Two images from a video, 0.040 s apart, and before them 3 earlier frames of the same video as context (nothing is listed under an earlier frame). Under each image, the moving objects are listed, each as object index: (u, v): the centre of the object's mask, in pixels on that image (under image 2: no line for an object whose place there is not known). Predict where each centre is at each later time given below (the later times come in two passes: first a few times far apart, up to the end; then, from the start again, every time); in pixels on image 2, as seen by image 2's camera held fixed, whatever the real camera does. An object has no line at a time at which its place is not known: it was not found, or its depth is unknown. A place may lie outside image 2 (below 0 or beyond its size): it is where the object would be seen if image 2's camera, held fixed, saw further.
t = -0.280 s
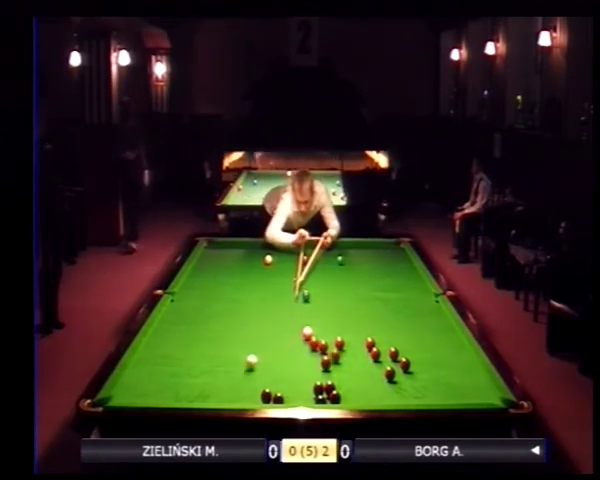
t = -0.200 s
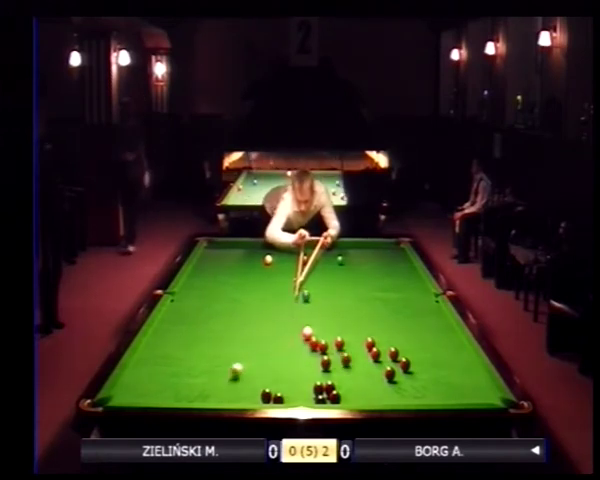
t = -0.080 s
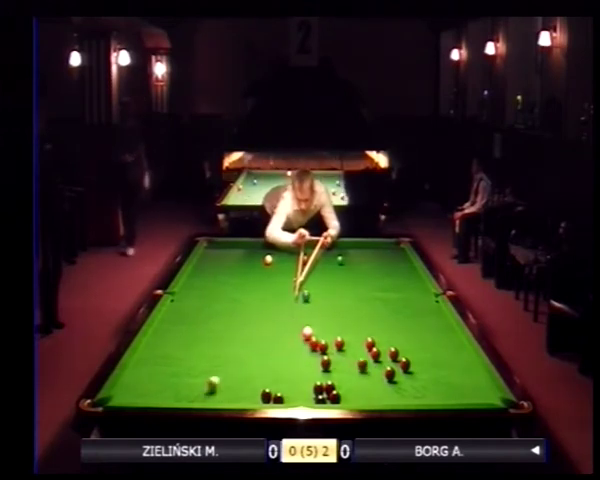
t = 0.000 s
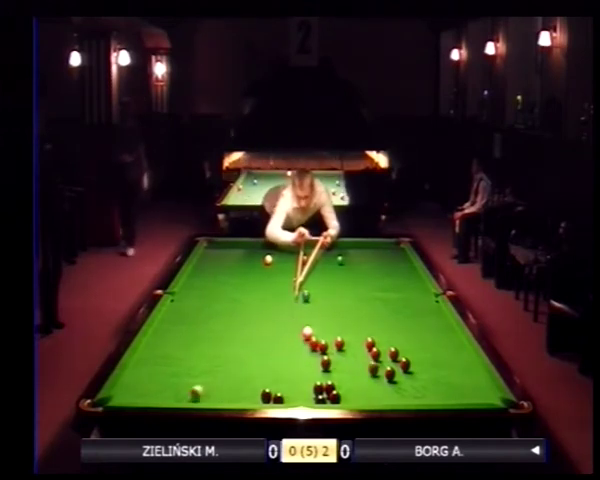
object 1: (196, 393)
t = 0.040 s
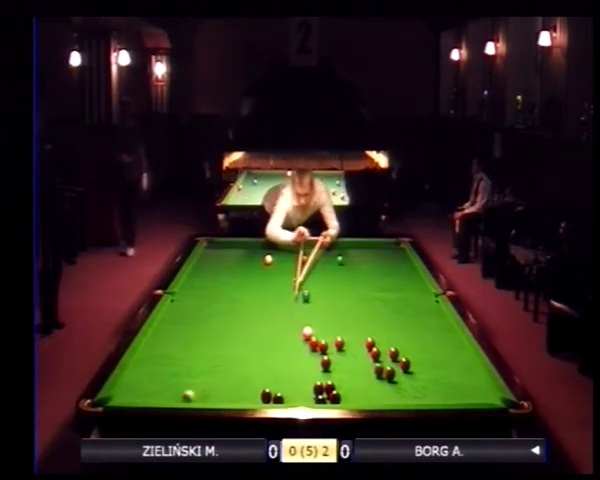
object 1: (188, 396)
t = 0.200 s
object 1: (162, 392)
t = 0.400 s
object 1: (137, 374)
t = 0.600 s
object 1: (157, 361)
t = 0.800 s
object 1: (184, 350)
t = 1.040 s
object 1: (213, 337)
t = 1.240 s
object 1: (236, 328)
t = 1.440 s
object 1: (255, 319)
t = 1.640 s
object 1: (273, 311)
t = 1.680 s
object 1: (276, 310)
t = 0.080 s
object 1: (179, 399)
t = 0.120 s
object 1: (172, 397)
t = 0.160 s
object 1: (167, 395)
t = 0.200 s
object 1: (162, 392)
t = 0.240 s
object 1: (157, 388)
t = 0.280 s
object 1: (152, 384)
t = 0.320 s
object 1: (147, 381)
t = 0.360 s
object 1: (142, 378)
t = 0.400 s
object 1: (137, 374)
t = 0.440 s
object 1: (133, 371)
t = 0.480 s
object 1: (139, 368)
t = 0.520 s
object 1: (145, 366)
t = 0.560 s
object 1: (151, 363)
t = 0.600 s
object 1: (157, 361)
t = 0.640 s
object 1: (162, 359)
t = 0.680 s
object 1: (168, 356)
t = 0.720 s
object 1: (173, 354)
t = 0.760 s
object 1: (178, 352)
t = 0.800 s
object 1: (184, 350)
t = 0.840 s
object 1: (189, 347)
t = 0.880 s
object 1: (194, 345)
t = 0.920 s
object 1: (199, 343)
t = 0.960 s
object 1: (204, 341)
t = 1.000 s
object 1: (209, 339)
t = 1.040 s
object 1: (213, 337)
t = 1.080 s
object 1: (218, 335)
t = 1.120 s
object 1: (223, 333)
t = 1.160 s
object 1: (227, 331)
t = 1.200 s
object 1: (231, 329)
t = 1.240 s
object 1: (236, 328)
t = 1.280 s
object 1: (239, 326)
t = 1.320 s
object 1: (243, 324)
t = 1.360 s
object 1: (247, 322)
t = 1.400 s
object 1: (251, 321)
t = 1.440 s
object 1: (255, 319)
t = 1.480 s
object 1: (259, 318)
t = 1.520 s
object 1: (262, 316)
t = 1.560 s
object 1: (266, 314)
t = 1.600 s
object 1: (270, 313)
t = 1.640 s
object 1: (273, 311)
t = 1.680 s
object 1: (276, 310)
